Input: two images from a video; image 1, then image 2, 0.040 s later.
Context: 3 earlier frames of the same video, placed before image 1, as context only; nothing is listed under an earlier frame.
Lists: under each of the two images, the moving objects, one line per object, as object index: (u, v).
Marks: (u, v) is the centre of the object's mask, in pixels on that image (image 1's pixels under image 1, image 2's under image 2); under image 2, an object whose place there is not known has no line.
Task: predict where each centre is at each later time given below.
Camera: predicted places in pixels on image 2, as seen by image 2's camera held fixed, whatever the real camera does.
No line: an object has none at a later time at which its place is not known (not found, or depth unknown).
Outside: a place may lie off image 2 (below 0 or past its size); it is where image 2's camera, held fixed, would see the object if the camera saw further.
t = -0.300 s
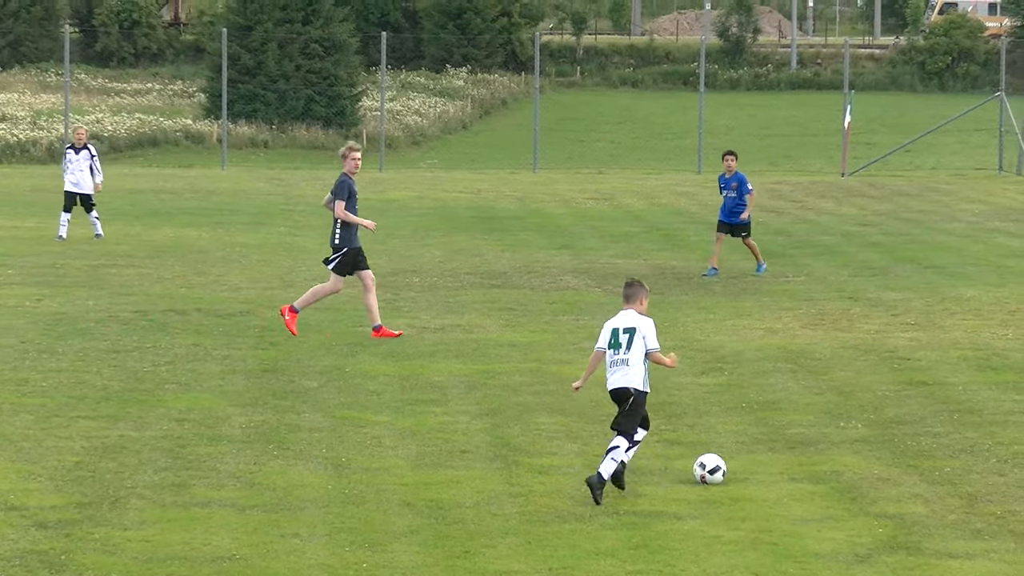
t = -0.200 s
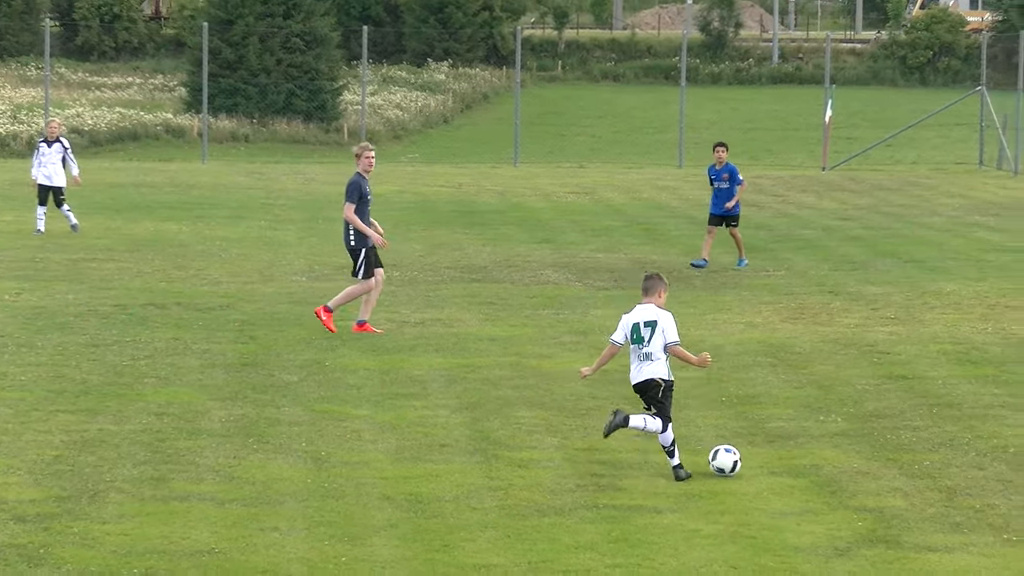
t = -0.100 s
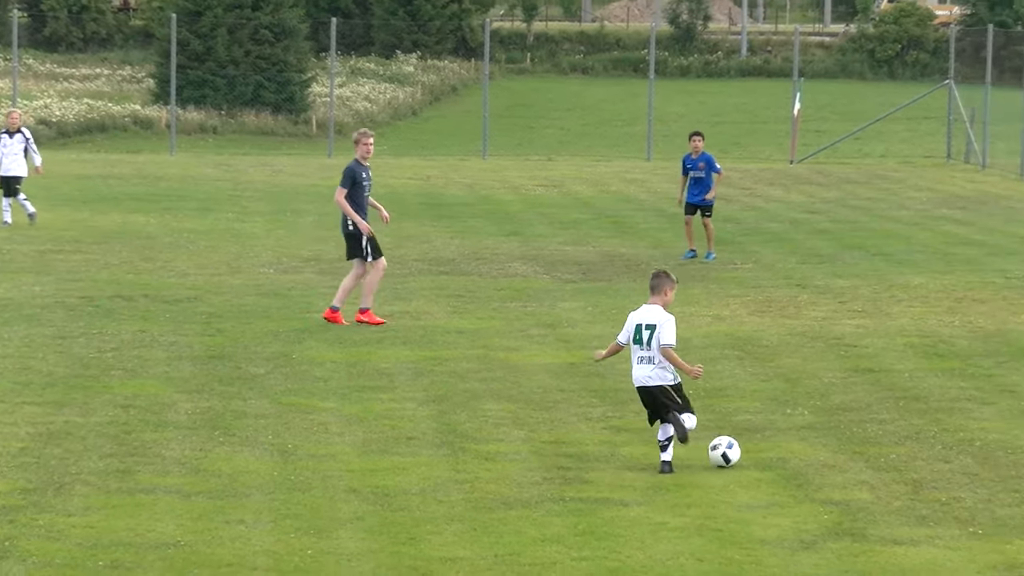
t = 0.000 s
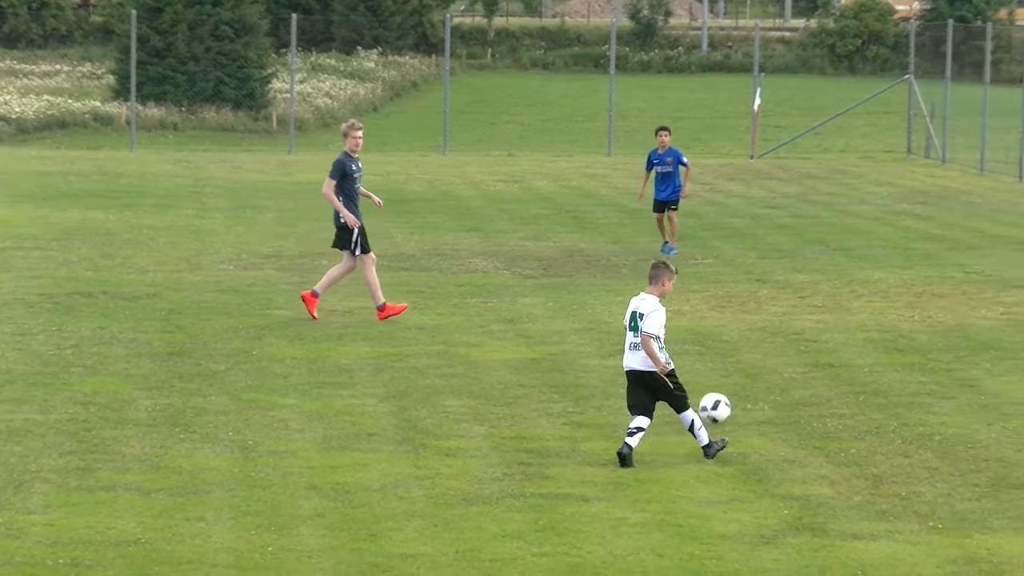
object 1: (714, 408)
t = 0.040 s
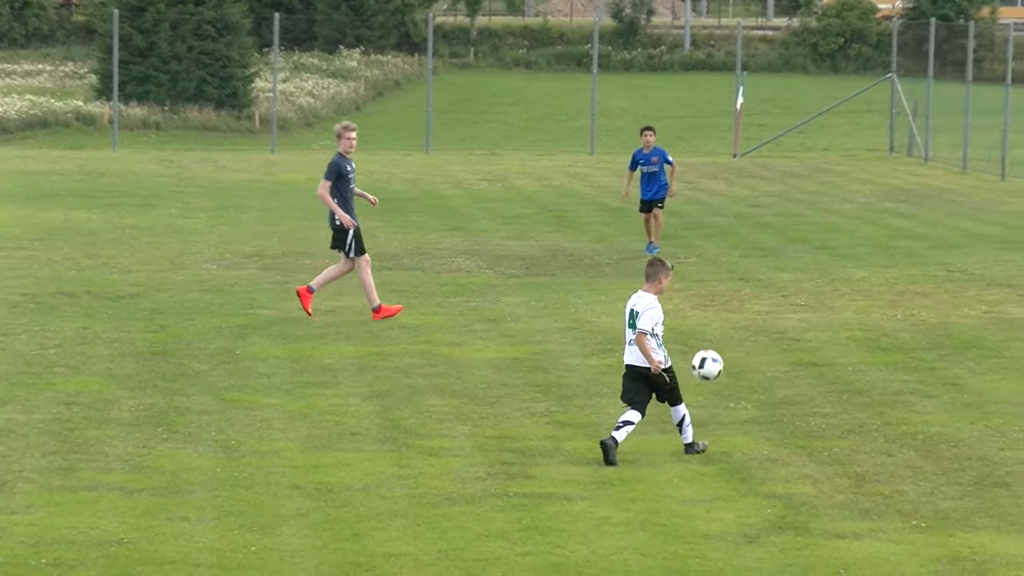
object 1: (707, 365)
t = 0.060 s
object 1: (712, 345)
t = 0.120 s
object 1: (723, 290)
